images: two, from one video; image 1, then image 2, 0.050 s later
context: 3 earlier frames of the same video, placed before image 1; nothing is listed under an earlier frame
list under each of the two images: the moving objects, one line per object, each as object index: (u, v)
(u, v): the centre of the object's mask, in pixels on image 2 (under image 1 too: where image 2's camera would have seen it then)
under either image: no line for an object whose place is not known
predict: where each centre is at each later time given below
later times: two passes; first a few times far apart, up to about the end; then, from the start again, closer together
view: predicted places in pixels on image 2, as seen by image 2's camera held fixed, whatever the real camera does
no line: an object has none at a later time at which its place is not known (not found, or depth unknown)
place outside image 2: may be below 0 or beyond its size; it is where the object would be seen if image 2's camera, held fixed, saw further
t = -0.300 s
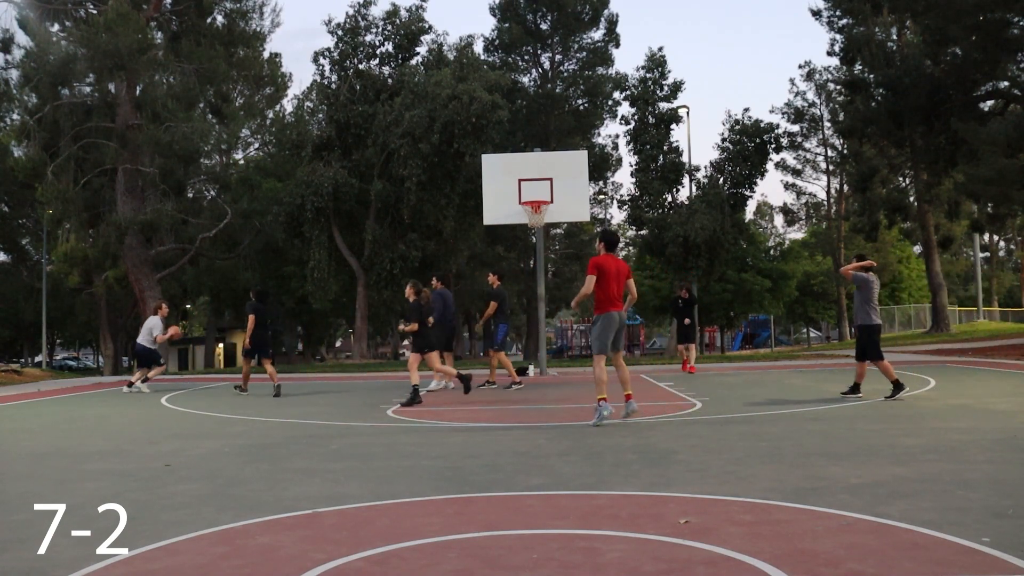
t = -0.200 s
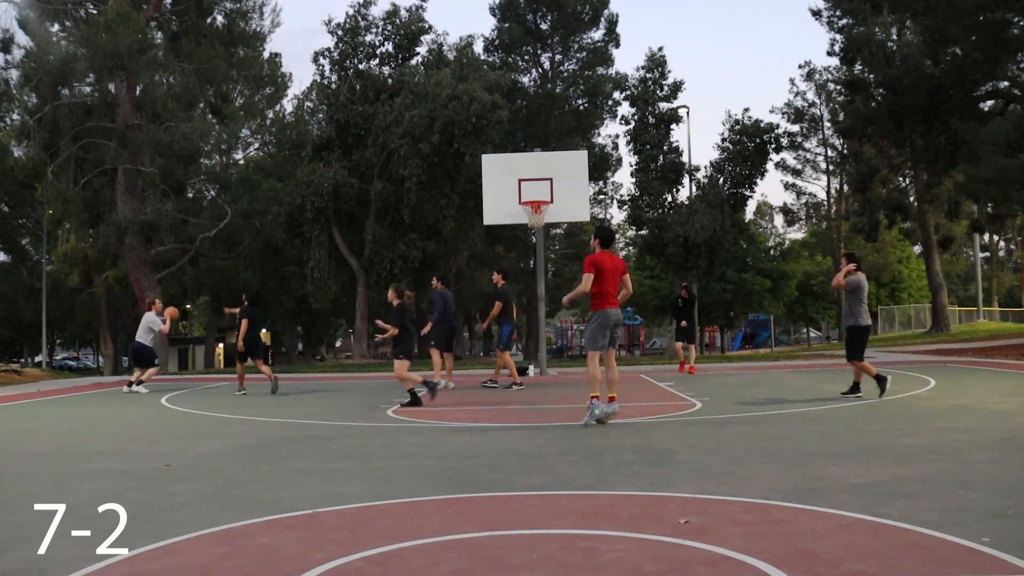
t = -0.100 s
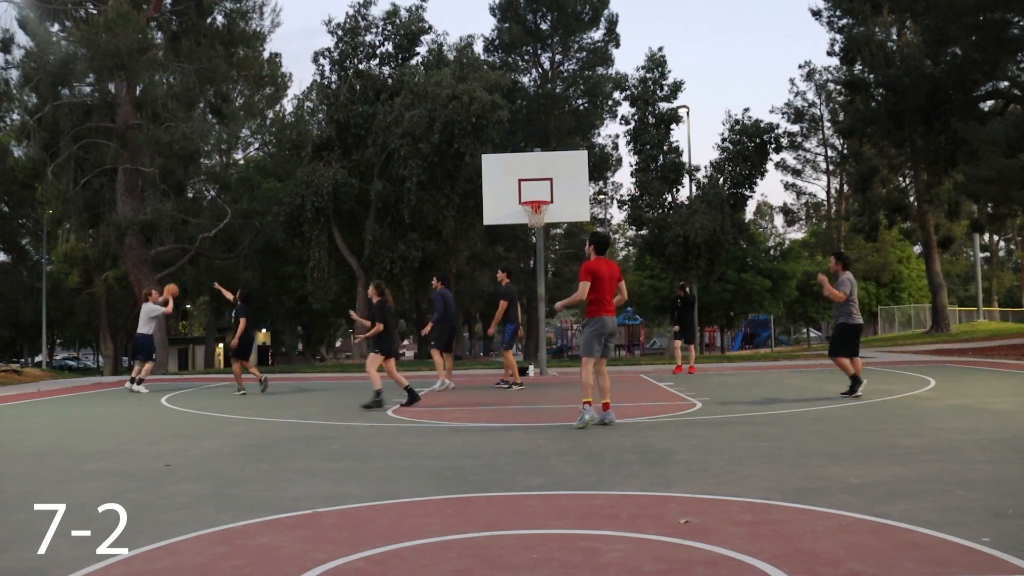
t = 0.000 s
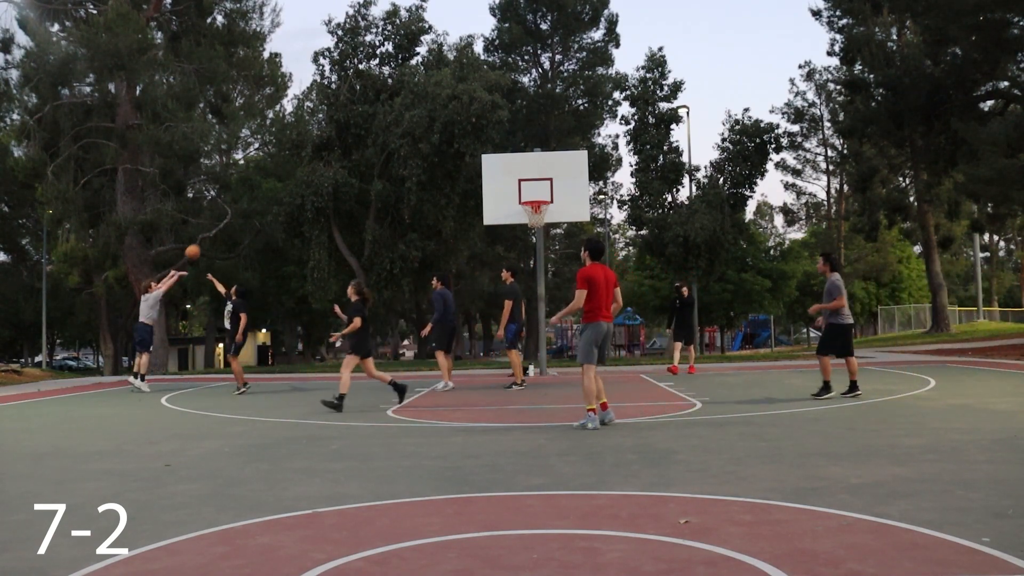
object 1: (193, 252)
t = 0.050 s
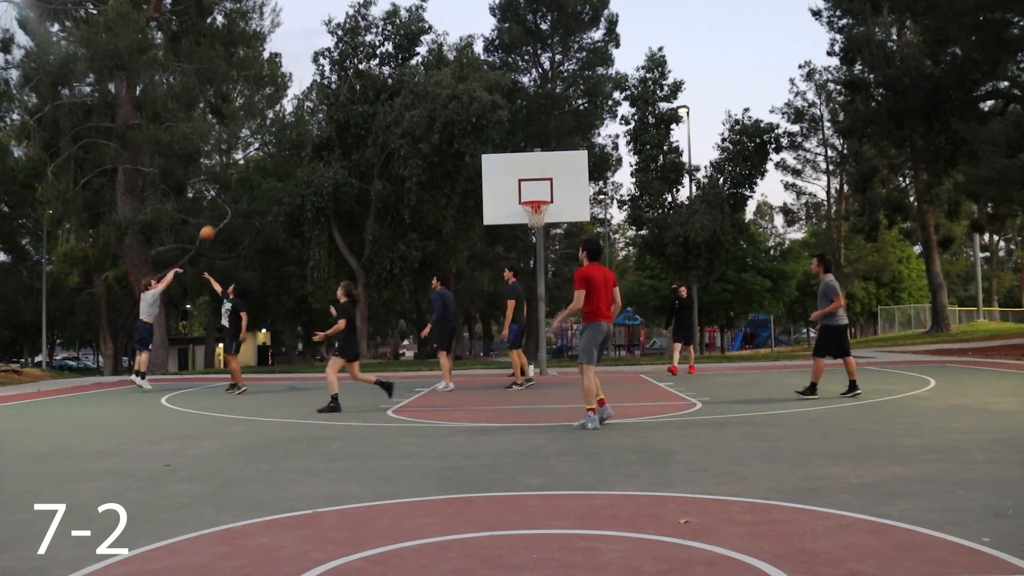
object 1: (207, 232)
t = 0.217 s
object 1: (255, 180)
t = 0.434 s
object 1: (317, 137)
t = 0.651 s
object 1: (378, 120)
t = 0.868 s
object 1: (439, 131)
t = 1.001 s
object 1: (476, 150)
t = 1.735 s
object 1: (533, 229)
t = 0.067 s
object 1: (212, 227)
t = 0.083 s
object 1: (217, 221)
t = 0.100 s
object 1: (222, 215)
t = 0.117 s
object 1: (227, 210)
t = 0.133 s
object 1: (231, 204)
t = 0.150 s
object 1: (236, 199)
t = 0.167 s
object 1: (241, 194)
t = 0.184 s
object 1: (246, 189)
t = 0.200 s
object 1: (251, 184)
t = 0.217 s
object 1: (255, 180)
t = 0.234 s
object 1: (260, 175)
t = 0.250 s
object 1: (265, 171)
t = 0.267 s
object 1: (269, 168)
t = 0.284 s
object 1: (274, 163)
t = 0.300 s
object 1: (279, 160)
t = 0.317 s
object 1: (284, 157)
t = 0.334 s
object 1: (289, 153)
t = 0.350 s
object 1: (294, 150)
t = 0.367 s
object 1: (298, 147)
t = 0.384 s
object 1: (303, 144)
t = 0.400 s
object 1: (308, 141)
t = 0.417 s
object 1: (312, 139)
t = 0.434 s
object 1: (317, 137)
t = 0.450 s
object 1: (322, 134)
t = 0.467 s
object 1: (327, 132)
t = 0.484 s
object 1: (331, 131)
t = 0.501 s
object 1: (336, 129)
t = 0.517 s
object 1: (341, 128)
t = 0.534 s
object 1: (346, 126)
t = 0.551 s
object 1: (350, 125)
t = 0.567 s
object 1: (355, 124)
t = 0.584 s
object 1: (359, 122)
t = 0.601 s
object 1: (364, 122)
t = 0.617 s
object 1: (369, 121)
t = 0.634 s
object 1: (374, 120)
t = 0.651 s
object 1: (378, 120)
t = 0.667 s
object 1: (383, 120)
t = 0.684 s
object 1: (387, 120)
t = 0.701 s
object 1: (392, 120)
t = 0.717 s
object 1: (397, 121)
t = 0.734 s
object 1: (401, 121)
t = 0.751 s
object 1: (406, 122)
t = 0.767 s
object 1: (410, 123)
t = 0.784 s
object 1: (415, 124)
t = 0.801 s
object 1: (420, 125)
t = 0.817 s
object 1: (425, 126)
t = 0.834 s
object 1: (429, 128)
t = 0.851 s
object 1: (434, 129)
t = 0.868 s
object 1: (439, 131)
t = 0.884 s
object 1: (443, 133)
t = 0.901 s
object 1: (448, 135)
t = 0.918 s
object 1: (452, 138)
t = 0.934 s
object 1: (457, 140)
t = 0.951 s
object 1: (462, 142)
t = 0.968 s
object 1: (466, 145)
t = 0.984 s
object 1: (471, 148)
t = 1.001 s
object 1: (476, 150)
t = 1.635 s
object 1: (533, 221)
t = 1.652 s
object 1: (534, 222)
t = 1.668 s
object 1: (532, 224)
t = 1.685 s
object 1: (532, 225)
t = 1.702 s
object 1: (533, 227)
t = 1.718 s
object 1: (533, 228)
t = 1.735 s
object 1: (533, 229)
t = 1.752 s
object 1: (533, 230)
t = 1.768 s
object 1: (533, 232)
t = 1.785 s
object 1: (533, 234)
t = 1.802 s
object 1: (533, 236)
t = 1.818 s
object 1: (533, 239)
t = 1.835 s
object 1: (533, 241)
